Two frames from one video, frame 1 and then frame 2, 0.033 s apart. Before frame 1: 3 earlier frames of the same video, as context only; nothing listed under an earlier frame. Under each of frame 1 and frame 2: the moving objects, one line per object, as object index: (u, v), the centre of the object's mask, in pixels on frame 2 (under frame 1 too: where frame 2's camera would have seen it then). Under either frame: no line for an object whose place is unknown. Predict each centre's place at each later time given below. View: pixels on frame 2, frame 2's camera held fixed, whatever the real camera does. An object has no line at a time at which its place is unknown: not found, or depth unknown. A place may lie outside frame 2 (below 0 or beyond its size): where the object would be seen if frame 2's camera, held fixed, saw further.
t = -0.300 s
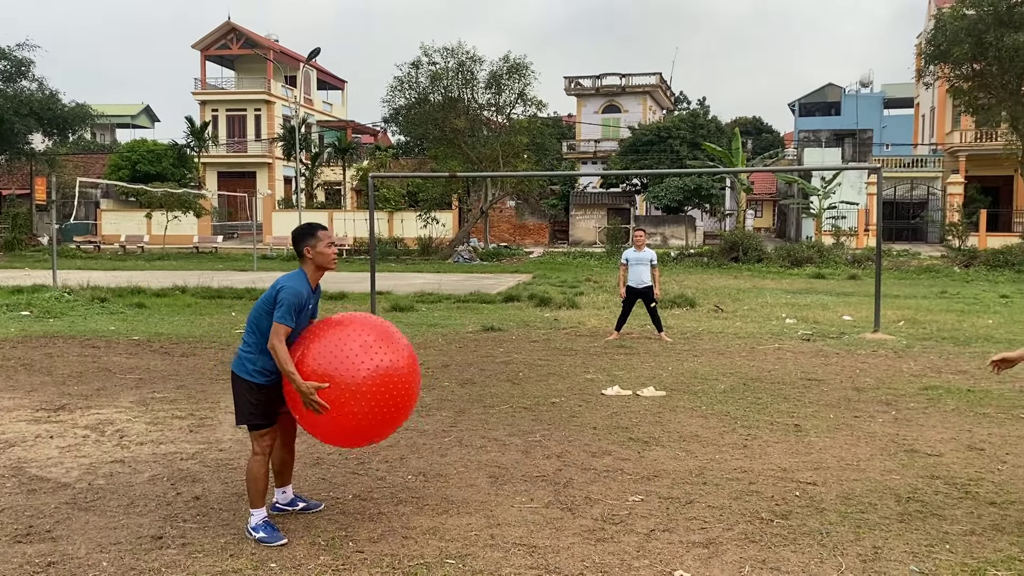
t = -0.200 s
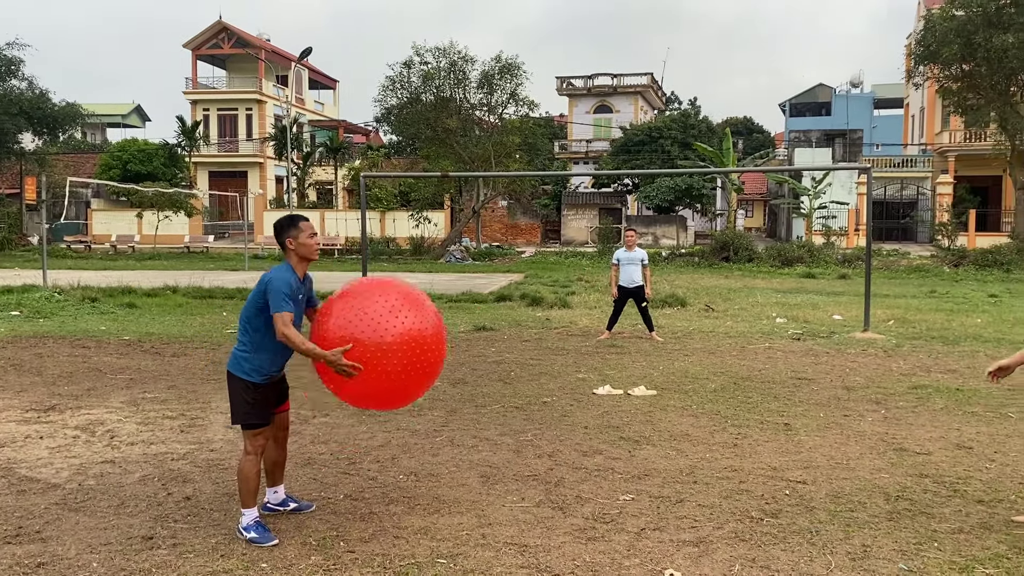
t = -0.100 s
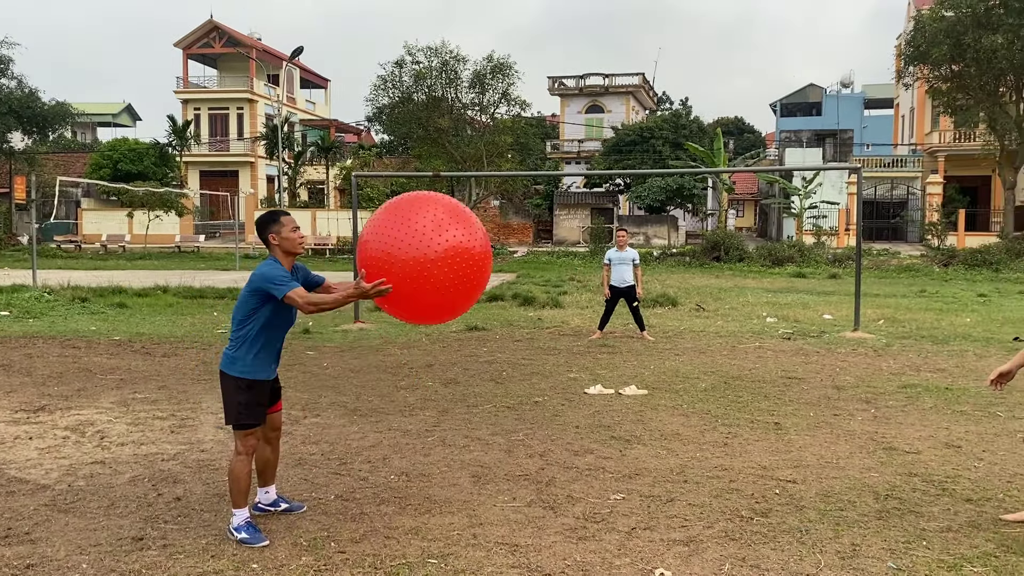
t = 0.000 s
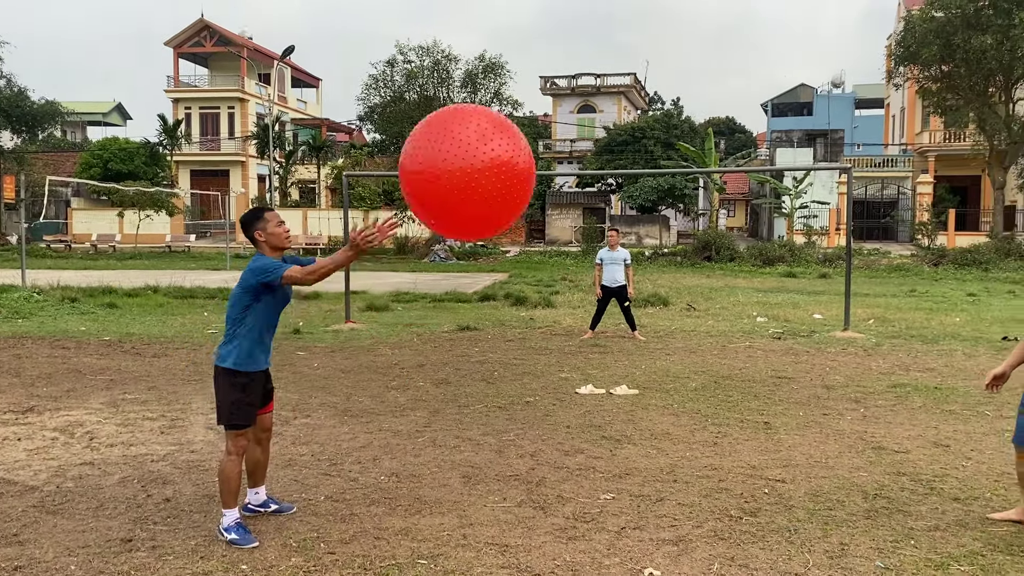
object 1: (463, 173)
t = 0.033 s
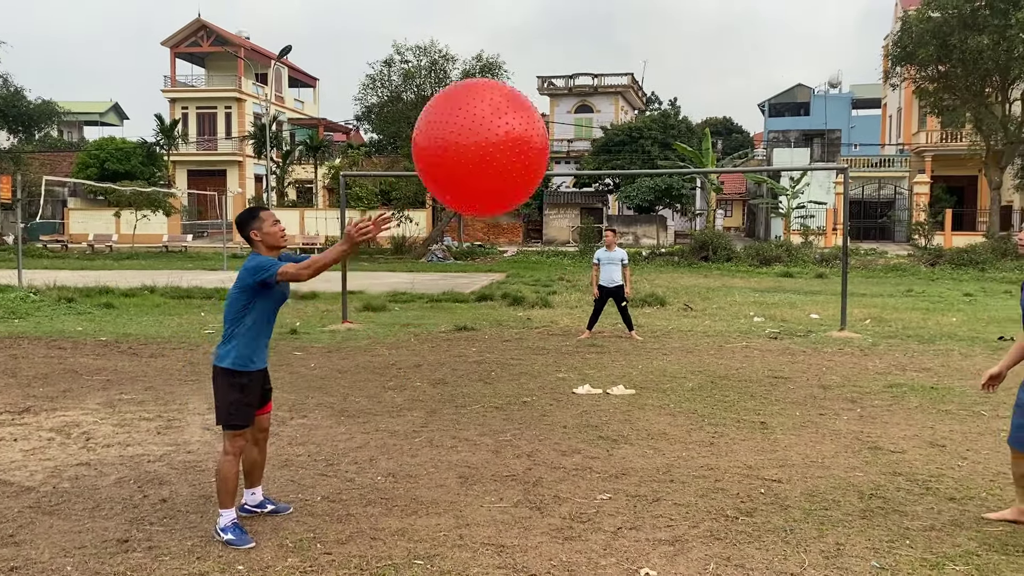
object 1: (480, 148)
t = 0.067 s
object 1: (497, 124)
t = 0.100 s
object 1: (513, 103)
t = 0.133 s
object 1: (529, 83)
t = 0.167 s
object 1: (544, 66)
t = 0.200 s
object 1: (559, 55)
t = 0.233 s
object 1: (573, 48)
